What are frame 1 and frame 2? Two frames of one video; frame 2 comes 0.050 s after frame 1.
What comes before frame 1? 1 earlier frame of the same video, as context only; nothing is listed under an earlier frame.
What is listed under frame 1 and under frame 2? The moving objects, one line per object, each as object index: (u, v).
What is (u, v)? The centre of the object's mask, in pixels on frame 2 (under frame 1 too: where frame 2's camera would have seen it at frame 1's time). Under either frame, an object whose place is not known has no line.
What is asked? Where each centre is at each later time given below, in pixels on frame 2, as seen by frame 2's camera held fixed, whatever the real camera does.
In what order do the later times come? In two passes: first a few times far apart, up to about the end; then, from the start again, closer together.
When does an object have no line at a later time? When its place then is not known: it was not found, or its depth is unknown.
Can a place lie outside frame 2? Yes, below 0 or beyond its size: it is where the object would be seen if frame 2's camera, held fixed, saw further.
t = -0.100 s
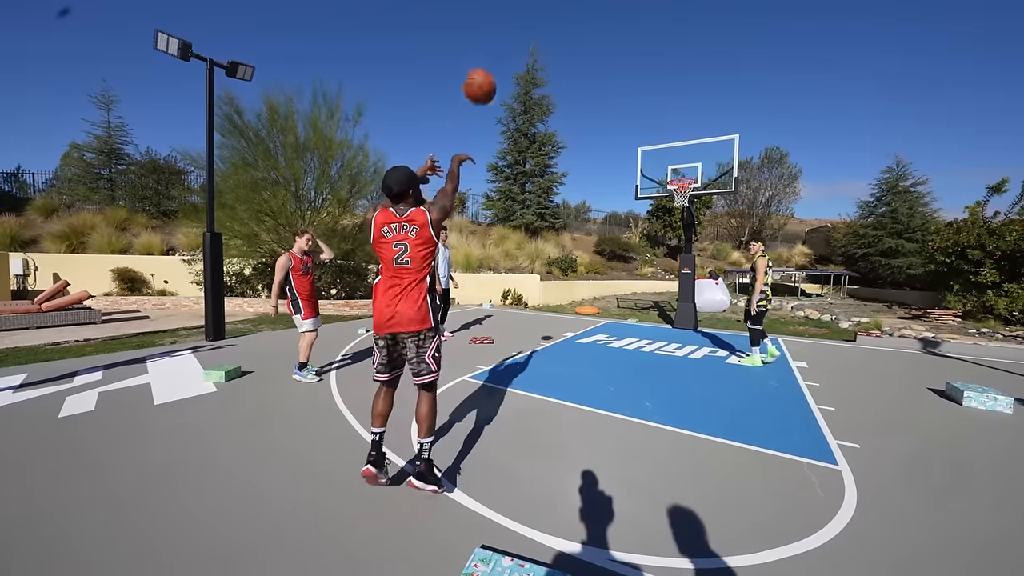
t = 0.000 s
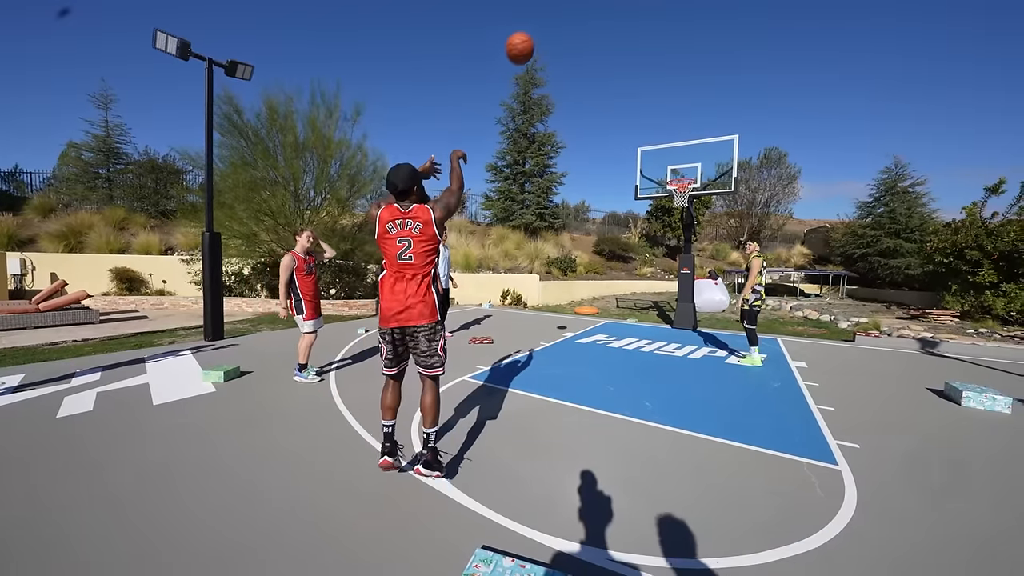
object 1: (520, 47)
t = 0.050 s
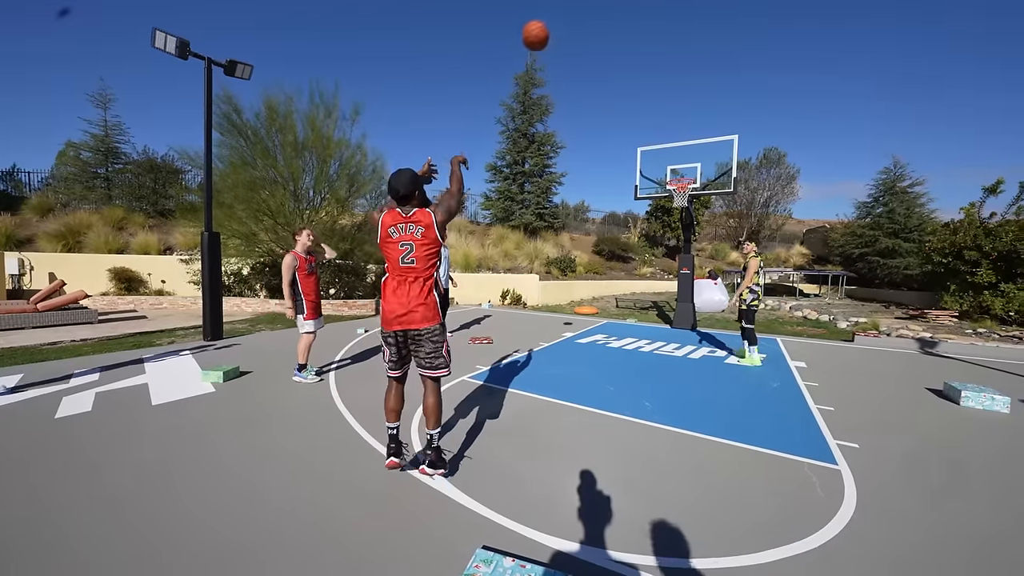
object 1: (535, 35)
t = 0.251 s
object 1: (584, 19)
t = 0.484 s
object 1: (623, 44)
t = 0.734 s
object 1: (651, 96)
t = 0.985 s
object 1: (671, 167)
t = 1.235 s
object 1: (628, 171)
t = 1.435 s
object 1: (581, 190)
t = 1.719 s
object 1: (497, 273)
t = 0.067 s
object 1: (540, 32)
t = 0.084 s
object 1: (545, 29)
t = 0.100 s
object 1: (550, 27)
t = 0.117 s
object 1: (554, 25)
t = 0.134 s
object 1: (558, 23)
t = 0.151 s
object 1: (562, 22)
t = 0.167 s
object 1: (566, 21)
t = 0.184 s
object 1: (570, 20)
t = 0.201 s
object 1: (574, 20)
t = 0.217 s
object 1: (577, 19)
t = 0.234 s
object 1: (581, 19)
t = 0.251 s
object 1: (584, 19)
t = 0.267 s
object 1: (587, 20)
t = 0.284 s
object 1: (590, 21)
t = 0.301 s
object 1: (593, 22)
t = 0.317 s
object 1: (597, 23)
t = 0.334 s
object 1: (599, 24)
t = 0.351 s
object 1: (602, 26)
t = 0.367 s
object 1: (605, 28)
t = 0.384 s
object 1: (608, 29)
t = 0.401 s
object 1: (610, 31)
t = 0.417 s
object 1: (613, 34)
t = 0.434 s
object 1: (616, 36)
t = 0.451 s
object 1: (618, 38)
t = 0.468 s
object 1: (621, 41)
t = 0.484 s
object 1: (623, 44)
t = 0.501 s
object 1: (625, 46)
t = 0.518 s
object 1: (628, 49)
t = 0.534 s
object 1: (629, 52)
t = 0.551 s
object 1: (631, 55)
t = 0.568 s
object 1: (634, 59)
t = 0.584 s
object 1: (635, 62)
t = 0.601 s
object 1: (637, 66)
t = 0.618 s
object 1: (639, 69)
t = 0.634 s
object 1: (641, 72)
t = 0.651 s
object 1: (643, 76)
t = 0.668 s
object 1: (645, 80)
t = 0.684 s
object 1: (646, 84)
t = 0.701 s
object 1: (648, 88)
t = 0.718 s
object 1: (650, 92)
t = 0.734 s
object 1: (651, 96)
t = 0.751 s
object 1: (653, 101)
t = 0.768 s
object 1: (654, 105)
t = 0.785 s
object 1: (656, 109)
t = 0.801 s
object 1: (657, 114)
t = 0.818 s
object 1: (658, 118)
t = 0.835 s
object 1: (660, 123)
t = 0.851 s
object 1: (661, 127)
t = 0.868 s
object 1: (662, 132)
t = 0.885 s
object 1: (663, 137)
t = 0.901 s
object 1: (665, 141)
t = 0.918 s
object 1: (667, 147)
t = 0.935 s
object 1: (668, 152)
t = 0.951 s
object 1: (669, 157)
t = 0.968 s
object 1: (670, 162)
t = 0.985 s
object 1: (671, 167)
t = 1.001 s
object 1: (672, 172)
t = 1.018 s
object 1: (673, 176)
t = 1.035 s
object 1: (671, 176)
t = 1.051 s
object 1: (667, 175)
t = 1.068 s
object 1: (664, 174)
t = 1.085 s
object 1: (660, 173)
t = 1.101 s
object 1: (657, 172)
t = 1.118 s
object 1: (654, 171)
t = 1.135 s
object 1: (650, 171)
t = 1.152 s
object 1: (647, 170)
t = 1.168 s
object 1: (643, 170)
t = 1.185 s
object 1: (639, 170)
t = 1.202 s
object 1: (636, 170)
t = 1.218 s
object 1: (632, 170)
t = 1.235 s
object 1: (628, 171)
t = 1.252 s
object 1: (624, 171)
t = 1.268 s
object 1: (621, 172)
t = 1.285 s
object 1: (617, 173)
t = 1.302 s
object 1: (613, 174)
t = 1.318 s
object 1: (609, 175)
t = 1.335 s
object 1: (605, 177)
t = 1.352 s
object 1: (601, 178)
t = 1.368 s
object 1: (597, 180)
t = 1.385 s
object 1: (593, 182)
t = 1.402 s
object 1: (589, 185)
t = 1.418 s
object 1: (584, 187)
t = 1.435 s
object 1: (581, 190)
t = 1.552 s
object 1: (549, 215)
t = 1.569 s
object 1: (543, 219)
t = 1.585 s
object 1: (539, 224)
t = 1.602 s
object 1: (534, 230)
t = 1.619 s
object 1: (529, 235)
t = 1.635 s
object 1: (524, 242)
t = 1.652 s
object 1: (519, 247)
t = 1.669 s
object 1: (514, 253)
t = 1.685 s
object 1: (509, 259)
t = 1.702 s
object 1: (503, 266)
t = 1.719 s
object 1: (497, 273)
